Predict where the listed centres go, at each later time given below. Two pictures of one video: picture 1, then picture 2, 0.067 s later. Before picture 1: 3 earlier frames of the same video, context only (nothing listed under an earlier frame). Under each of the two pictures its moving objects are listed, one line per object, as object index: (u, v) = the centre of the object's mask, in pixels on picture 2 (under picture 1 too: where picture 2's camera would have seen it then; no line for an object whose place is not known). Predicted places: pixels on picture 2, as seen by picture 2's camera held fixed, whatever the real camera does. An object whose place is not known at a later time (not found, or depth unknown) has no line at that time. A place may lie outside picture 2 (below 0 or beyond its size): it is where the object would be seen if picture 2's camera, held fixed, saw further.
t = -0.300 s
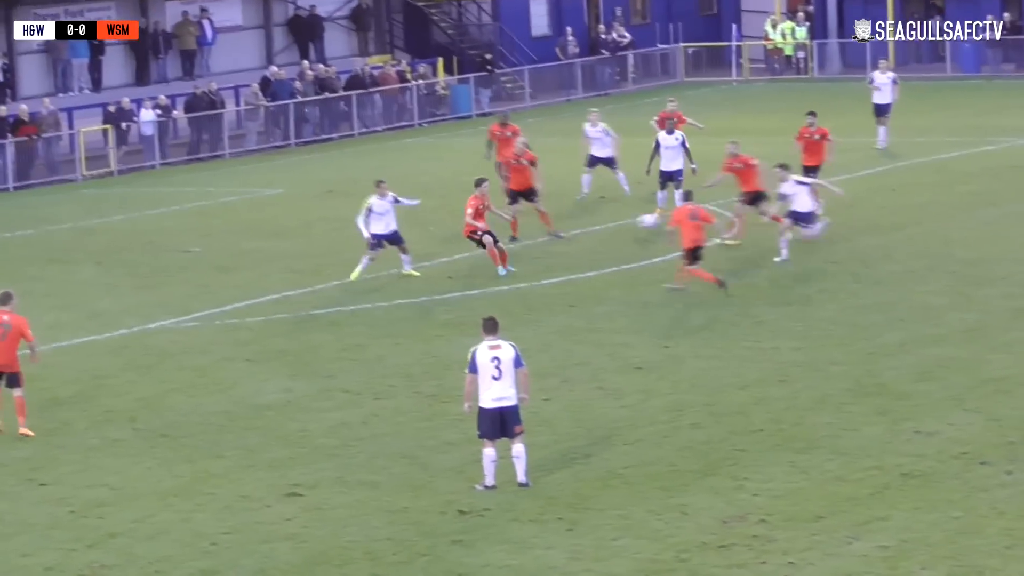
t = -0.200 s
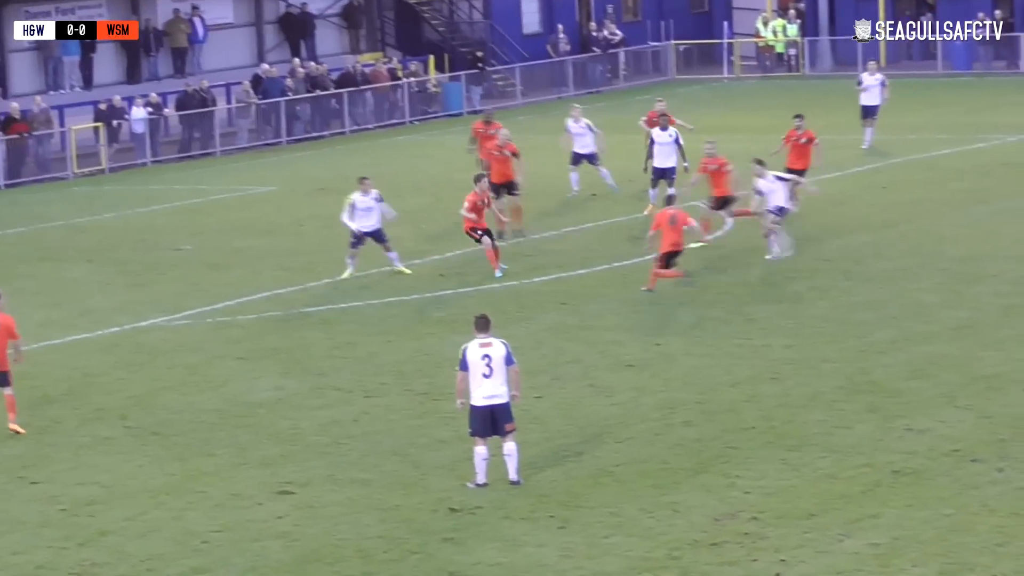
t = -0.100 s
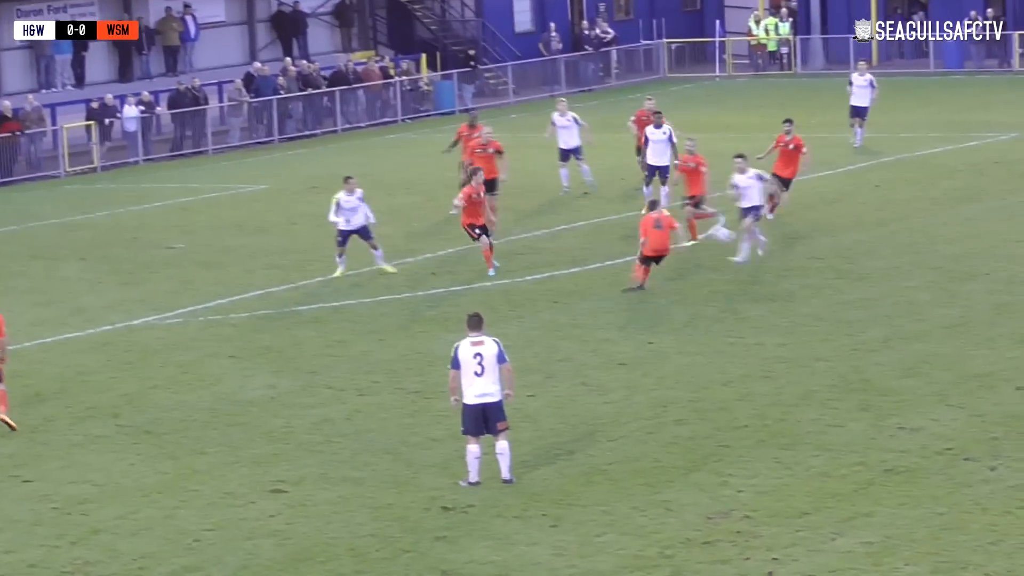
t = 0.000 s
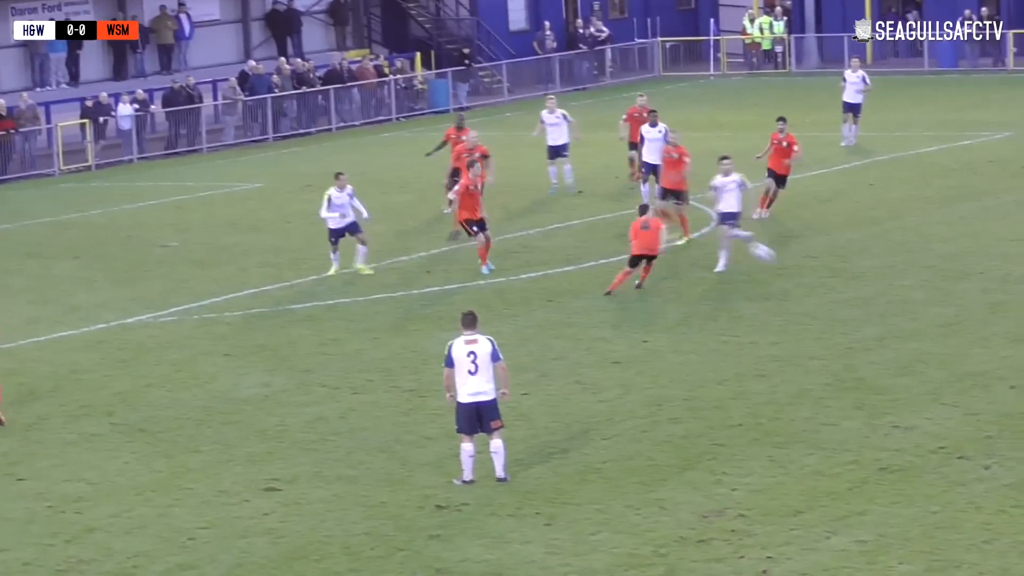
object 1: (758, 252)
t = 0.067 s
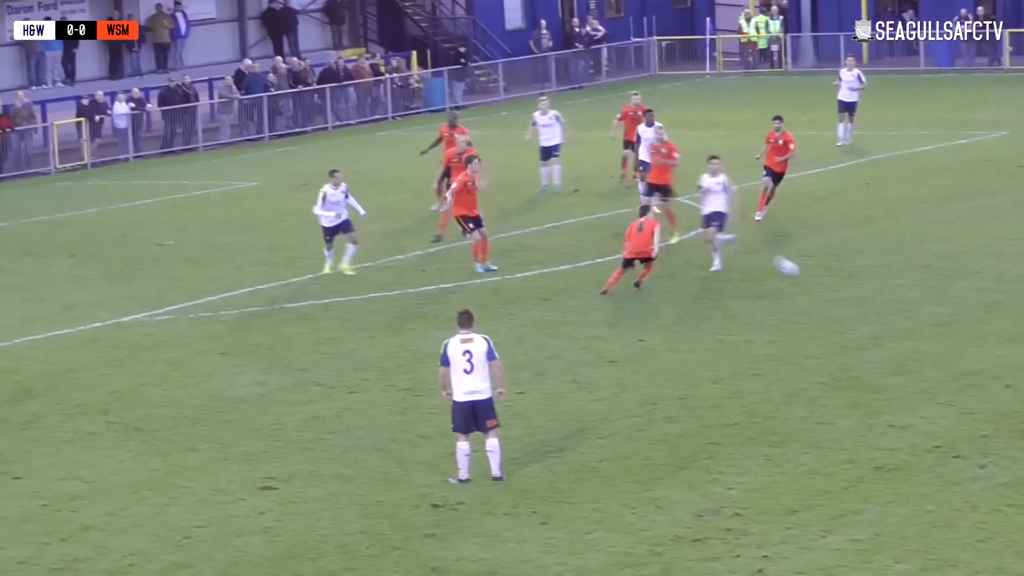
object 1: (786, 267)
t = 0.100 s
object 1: (801, 268)
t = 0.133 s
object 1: (812, 264)
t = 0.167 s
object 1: (823, 259)
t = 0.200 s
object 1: (835, 256)
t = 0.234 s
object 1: (845, 253)
